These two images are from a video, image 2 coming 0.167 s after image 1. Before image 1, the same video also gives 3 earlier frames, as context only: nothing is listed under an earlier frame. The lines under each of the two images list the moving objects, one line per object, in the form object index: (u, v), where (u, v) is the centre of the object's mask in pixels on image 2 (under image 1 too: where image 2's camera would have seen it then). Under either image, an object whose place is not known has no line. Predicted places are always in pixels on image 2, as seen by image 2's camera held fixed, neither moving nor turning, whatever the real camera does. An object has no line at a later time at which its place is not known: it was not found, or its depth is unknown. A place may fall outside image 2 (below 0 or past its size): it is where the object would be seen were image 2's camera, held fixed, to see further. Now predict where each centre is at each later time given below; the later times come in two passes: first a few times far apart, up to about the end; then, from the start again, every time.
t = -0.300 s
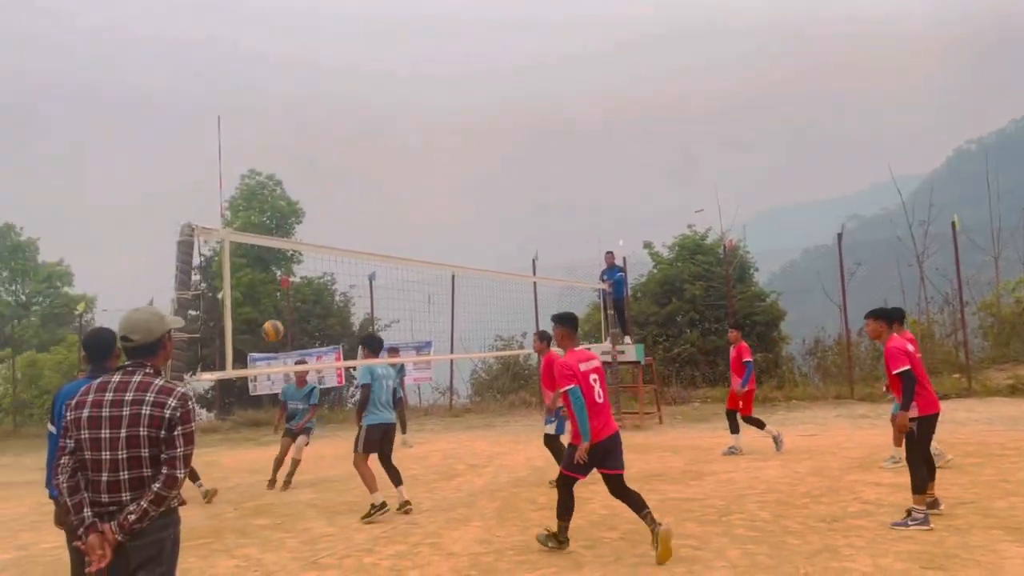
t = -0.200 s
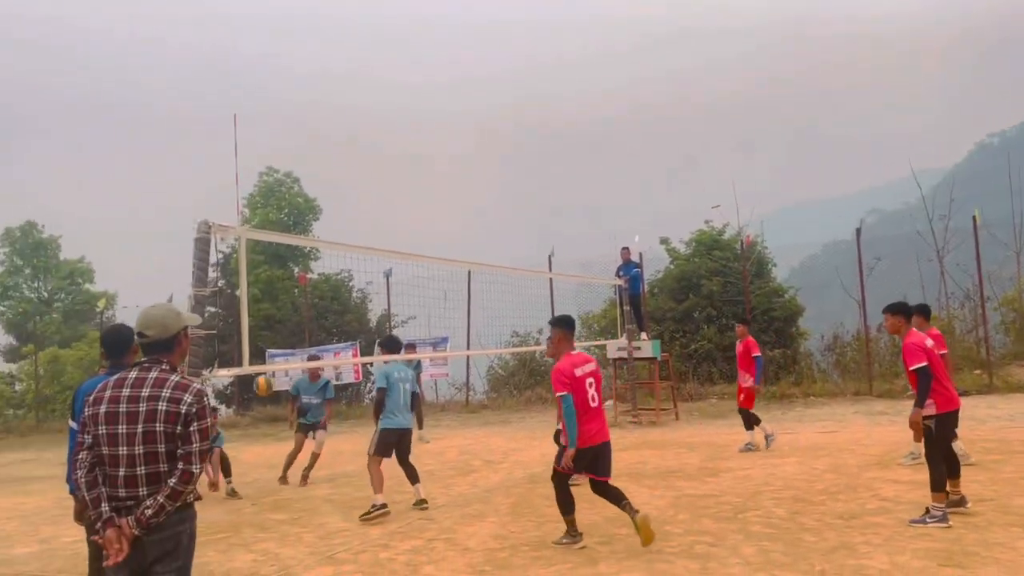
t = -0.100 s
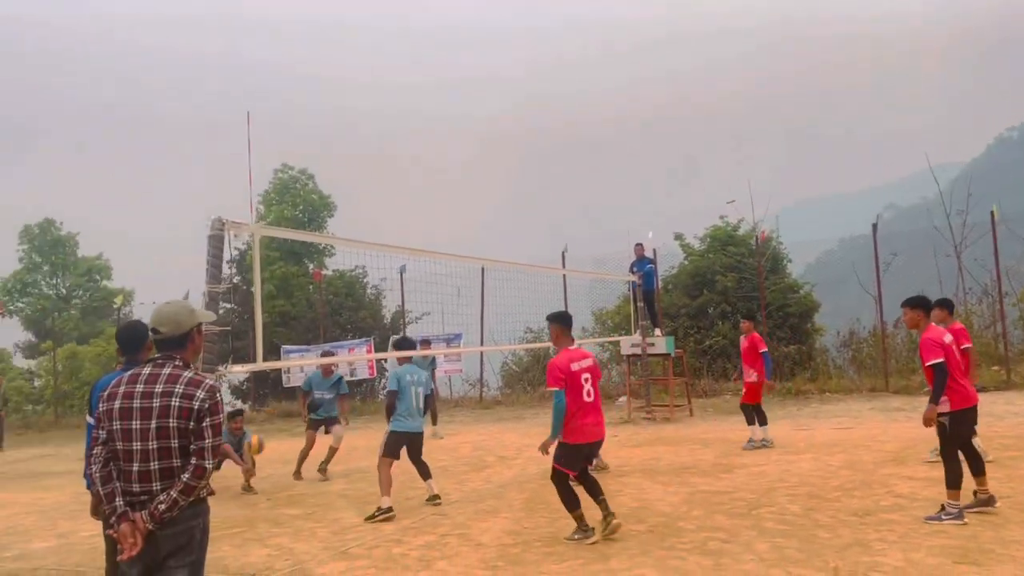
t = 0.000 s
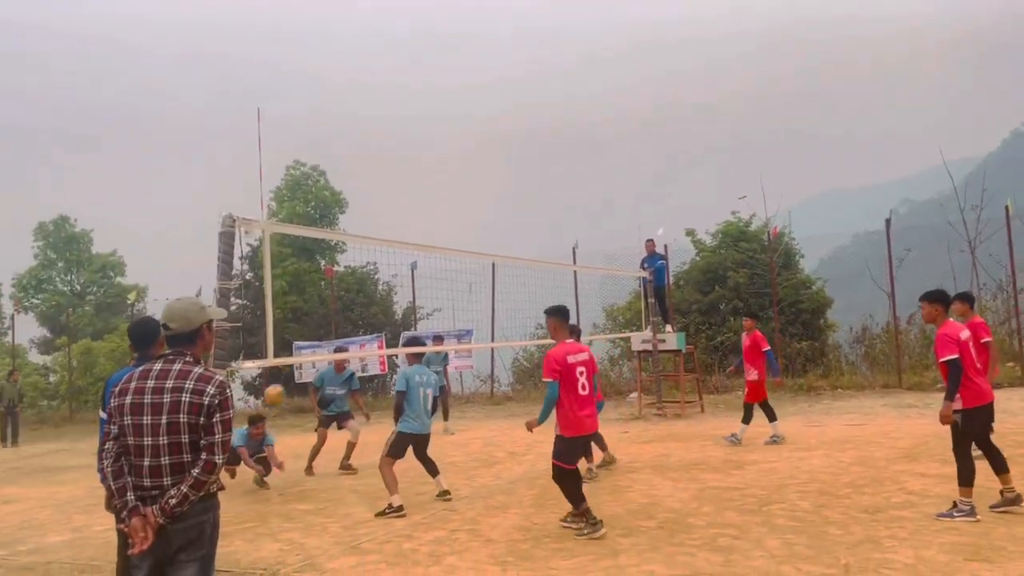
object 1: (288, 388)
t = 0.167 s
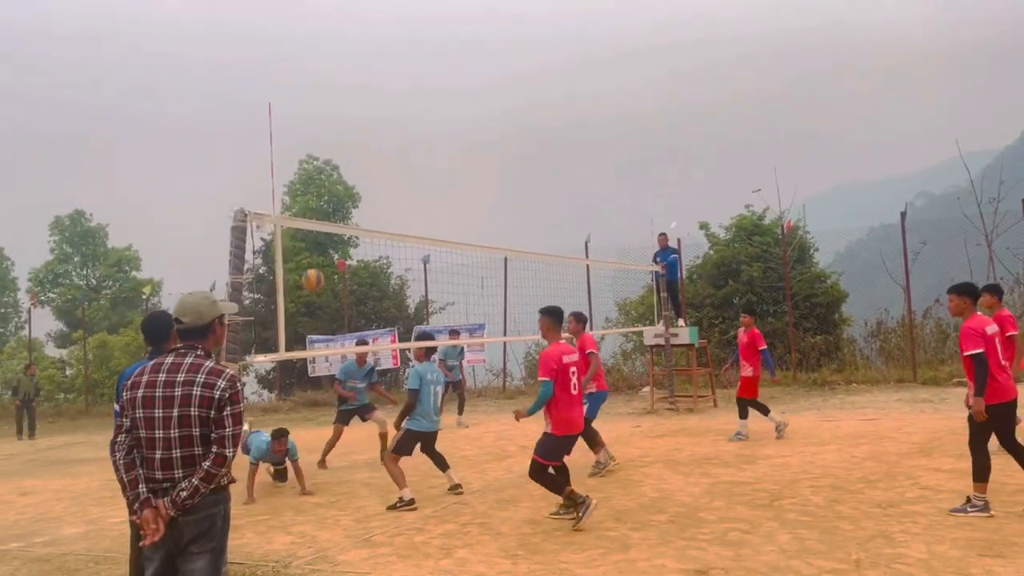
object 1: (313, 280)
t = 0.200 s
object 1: (319, 259)
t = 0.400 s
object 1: (353, 153)
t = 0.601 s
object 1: (394, 73)
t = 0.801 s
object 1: (444, 31)
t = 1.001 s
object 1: (507, 38)
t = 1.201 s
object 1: (592, 115)
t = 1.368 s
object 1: (690, 269)
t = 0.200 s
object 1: (319, 259)
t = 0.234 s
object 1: (322, 241)
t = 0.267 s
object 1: (329, 217)
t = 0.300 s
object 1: (334, 202)
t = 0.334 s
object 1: (341, 187)
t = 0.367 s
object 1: (346, 169)
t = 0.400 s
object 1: (353, 153)
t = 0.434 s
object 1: (359, 137)
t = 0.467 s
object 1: (365, 123)
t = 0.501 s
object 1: (372, 109)
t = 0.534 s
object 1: (379, 96)
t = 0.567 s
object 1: (386, 84)
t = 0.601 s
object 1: (394, 73)
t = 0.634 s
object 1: (401, 63)
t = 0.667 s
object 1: (409, 54)
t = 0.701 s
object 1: (417, 47)
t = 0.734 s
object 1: (425, 40)
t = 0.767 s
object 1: (434, 34)
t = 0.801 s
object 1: (444, 31)
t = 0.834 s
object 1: (452, 30)
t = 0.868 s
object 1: (463, 30)
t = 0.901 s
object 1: (473, 31)
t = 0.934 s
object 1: (484, 32)
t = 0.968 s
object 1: (495, 34)
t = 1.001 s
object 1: (507, 38)
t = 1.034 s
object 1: (519, 43)
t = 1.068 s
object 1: (532, 53)
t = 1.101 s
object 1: (546, 65)
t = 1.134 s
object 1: (561, 79)
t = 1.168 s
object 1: (576, 96)
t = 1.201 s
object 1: (592, 115)
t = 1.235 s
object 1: (609, 138)
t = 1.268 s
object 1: (628, 165)
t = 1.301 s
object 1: (647, 195)
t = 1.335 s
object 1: (667, 229)
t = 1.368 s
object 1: (690, 269)
